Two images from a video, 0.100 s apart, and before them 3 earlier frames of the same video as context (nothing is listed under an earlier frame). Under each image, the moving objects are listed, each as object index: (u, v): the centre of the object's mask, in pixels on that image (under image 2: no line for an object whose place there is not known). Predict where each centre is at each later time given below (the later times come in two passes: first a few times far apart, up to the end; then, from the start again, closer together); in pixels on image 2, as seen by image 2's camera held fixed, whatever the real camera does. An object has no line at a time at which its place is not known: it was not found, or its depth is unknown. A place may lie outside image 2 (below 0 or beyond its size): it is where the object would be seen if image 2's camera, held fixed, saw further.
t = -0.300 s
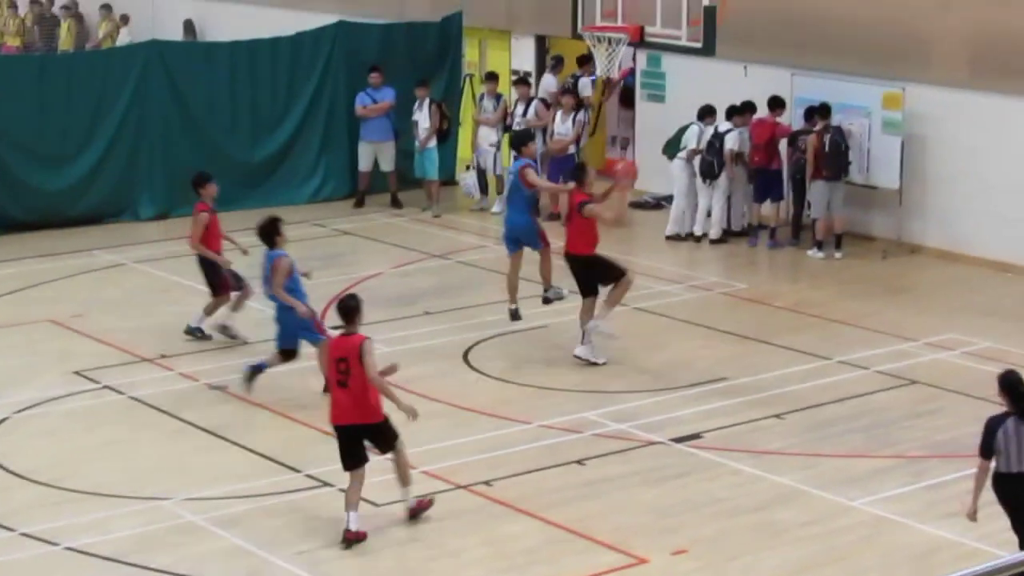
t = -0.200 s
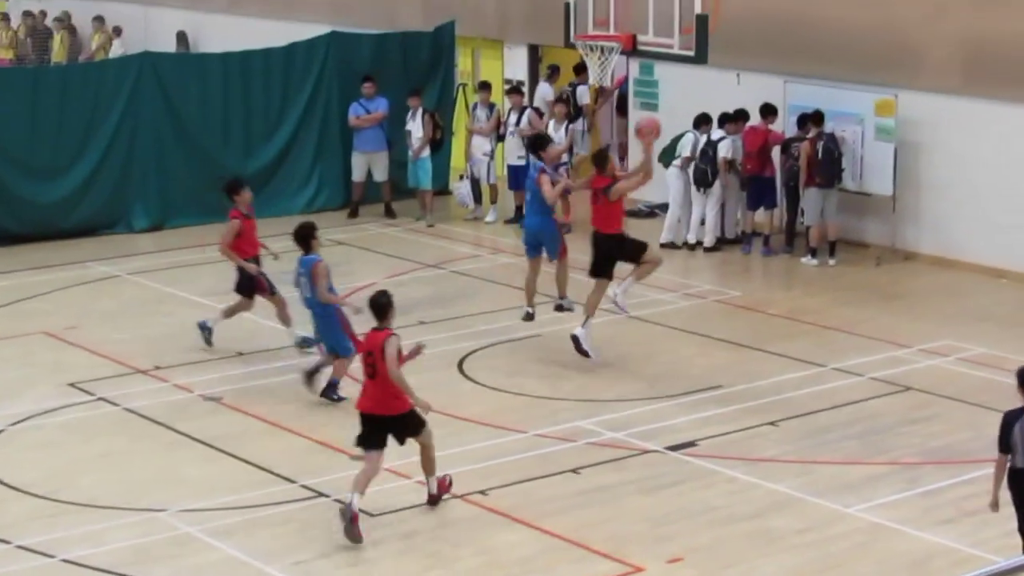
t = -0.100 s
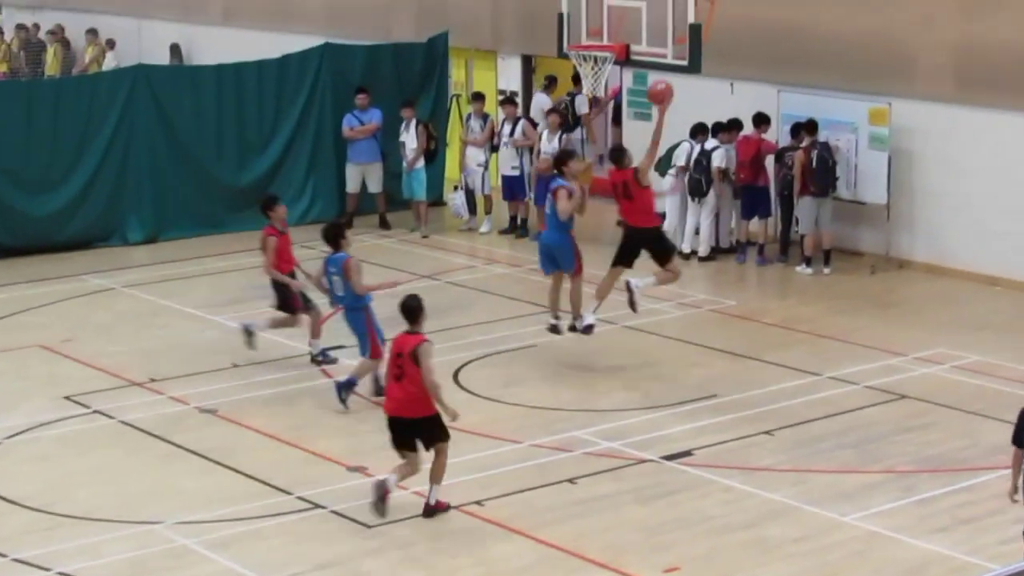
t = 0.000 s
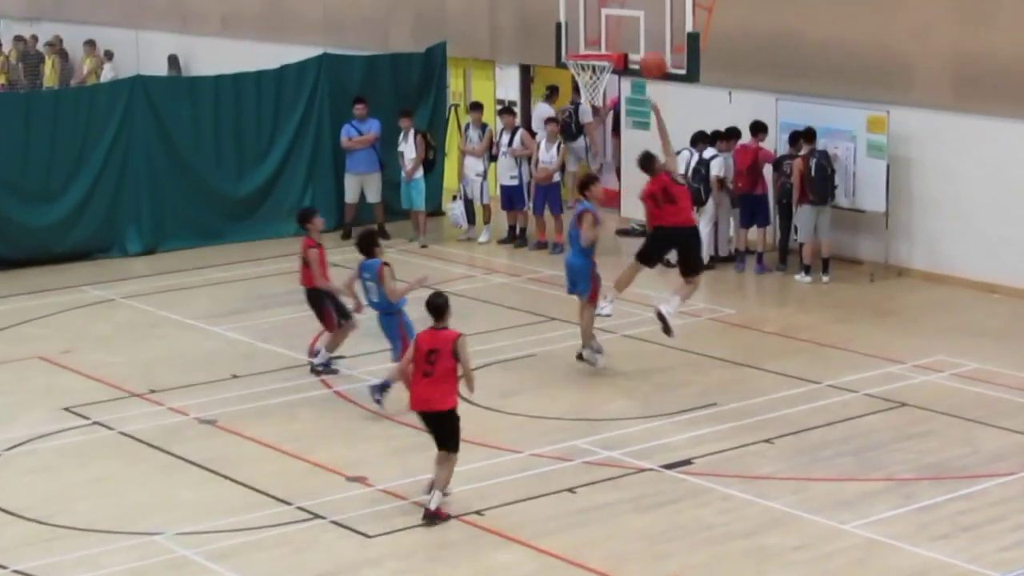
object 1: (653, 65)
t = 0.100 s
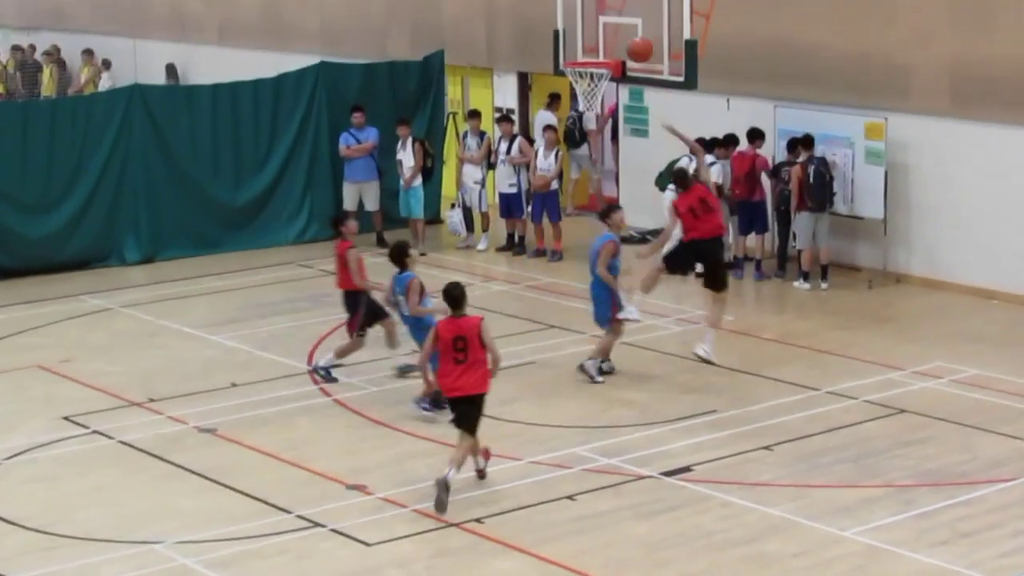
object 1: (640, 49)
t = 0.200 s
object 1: (629, 38)
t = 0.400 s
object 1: (609, 47)
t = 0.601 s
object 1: (604, 41)
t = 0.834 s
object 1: (595, 45)
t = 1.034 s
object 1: (588, 56)
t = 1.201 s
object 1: (580, 95)
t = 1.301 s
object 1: (577, 129)
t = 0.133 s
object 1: (636, 45)
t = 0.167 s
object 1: (633, 41)
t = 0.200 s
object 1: (629, 38)
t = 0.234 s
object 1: (626, 36)
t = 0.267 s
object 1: (623, 36)
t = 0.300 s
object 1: (619, 37)
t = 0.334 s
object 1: (616, 39)
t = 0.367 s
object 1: (612, 41)
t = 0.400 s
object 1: (609, 47)
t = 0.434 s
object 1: (609, 46)
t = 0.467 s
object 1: (610, 44)
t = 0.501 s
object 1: (609, 42)
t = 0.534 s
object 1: (607, 40)
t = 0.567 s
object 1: (606, 40)
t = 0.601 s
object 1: (604, 41)
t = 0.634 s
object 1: (602, 43)
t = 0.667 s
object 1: (600, 46)
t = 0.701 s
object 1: (599, 47)
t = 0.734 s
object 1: (597, 46)
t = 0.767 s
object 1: (596, 44)
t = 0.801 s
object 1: (596, 44)
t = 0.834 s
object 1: (595, 45)
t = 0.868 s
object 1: (593, 47)
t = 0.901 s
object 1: (592, 50)
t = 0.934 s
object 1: (591, 53)
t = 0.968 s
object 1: (589, 55)
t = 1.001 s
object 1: (587, 56)
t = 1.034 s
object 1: (588, 56)
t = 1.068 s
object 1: (584, 71)
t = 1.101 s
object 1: (582, 77)
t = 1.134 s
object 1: (580, 83)
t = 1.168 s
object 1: (579, 92)
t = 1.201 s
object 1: (580, 95)
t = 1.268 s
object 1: (578, 119)
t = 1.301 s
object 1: (577, 129)
